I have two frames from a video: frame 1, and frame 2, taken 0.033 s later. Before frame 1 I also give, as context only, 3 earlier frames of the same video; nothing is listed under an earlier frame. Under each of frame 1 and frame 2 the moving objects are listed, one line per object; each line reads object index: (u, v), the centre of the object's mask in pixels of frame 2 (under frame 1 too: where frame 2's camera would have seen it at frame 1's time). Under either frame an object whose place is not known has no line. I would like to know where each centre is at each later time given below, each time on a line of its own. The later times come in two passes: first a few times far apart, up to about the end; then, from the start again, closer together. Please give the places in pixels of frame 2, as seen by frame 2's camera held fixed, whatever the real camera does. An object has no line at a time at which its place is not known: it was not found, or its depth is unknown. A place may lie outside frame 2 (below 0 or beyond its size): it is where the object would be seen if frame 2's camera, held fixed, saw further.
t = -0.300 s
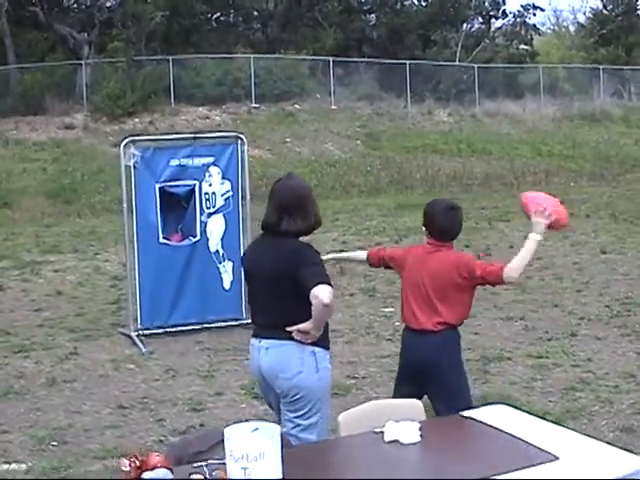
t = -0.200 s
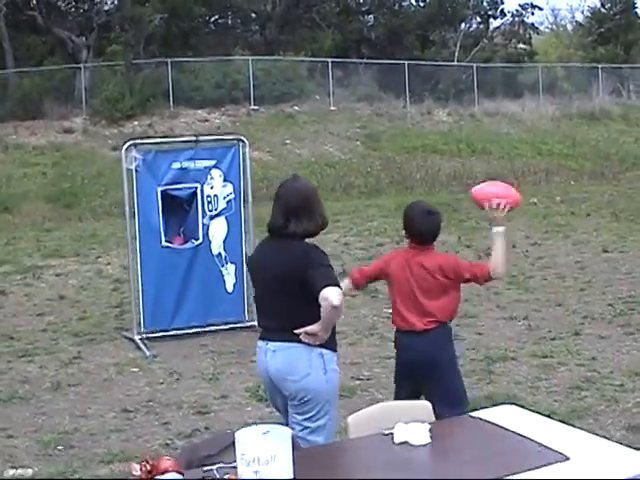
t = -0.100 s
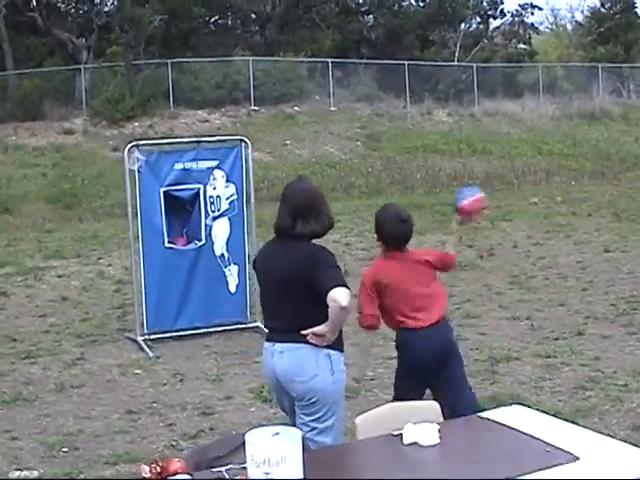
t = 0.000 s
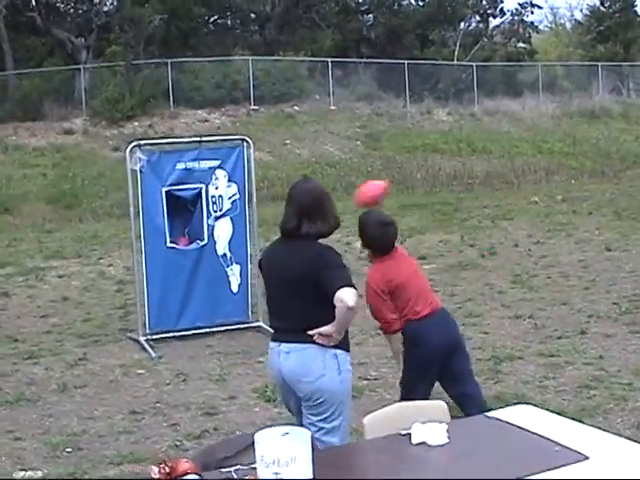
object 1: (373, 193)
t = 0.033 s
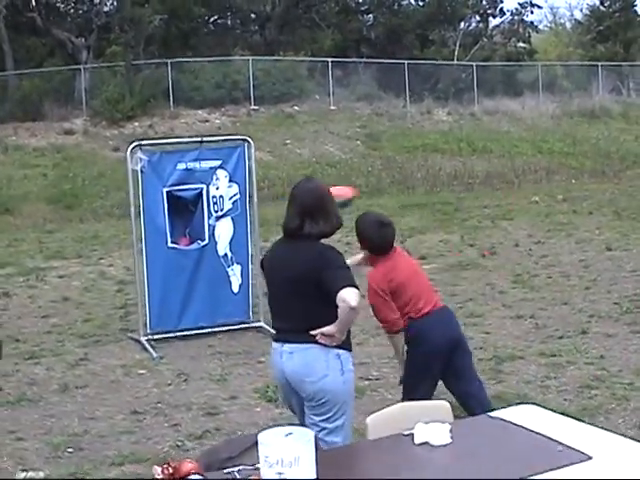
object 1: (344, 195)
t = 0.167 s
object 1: (228, 225)
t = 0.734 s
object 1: (200, 332)
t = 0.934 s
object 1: (237, 326)
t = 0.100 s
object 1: (277, 210)
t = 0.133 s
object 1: (253, 218)
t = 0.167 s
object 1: (228, 225)
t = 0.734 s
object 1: (200, 332)
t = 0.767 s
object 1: (202, 324)
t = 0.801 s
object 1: (208, 322)
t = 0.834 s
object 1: (213, 323)
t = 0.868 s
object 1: (220, 323)
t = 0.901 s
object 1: (228, 324)
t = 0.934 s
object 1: (237, 326)
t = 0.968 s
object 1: (244, 331)
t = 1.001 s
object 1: (250, 335)
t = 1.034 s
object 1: (260, 342)
